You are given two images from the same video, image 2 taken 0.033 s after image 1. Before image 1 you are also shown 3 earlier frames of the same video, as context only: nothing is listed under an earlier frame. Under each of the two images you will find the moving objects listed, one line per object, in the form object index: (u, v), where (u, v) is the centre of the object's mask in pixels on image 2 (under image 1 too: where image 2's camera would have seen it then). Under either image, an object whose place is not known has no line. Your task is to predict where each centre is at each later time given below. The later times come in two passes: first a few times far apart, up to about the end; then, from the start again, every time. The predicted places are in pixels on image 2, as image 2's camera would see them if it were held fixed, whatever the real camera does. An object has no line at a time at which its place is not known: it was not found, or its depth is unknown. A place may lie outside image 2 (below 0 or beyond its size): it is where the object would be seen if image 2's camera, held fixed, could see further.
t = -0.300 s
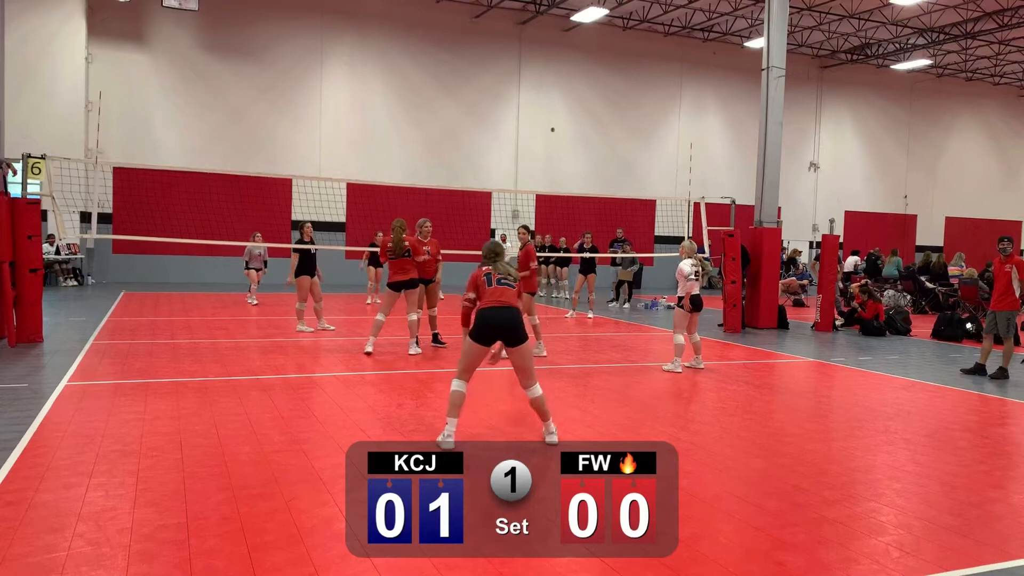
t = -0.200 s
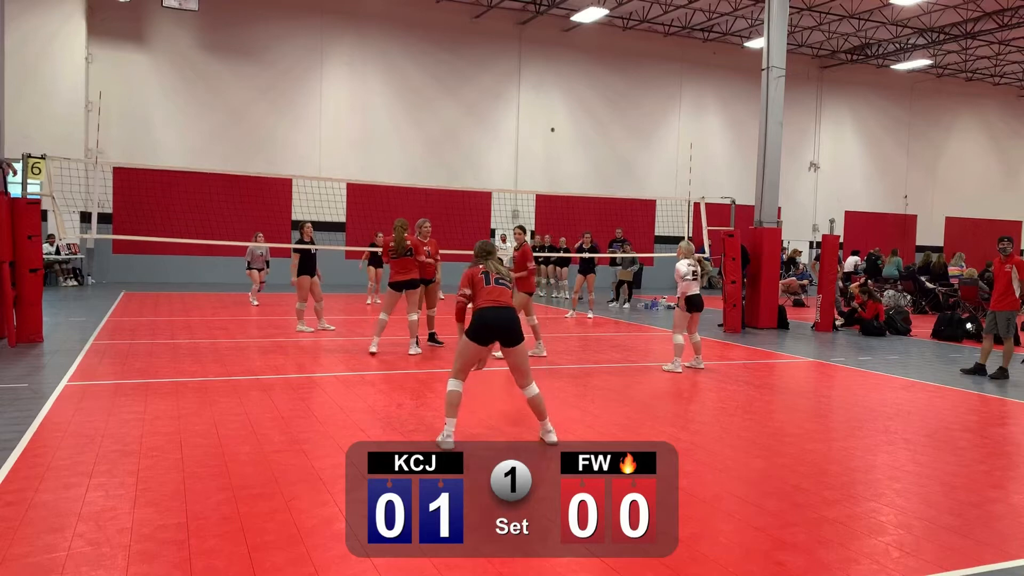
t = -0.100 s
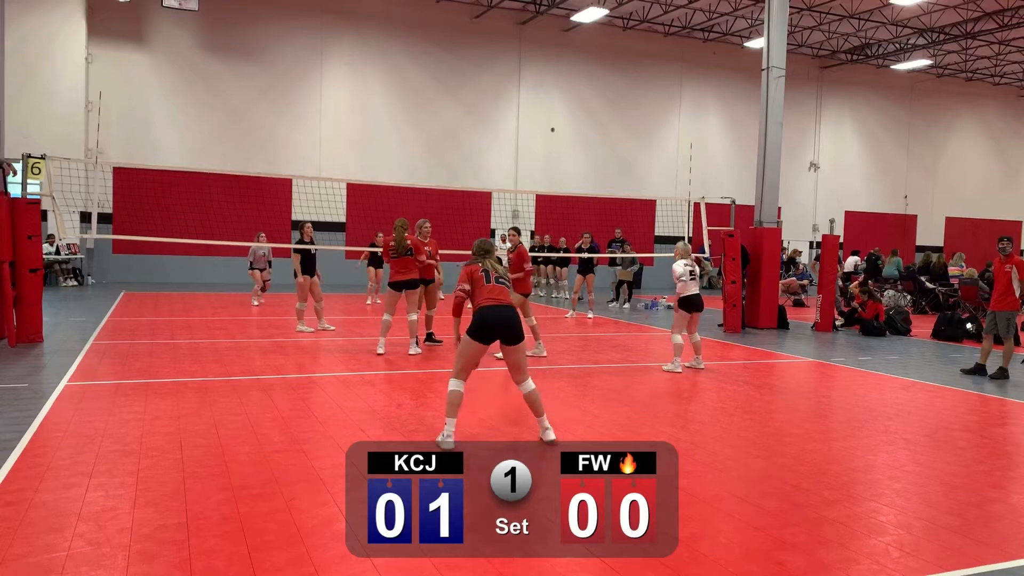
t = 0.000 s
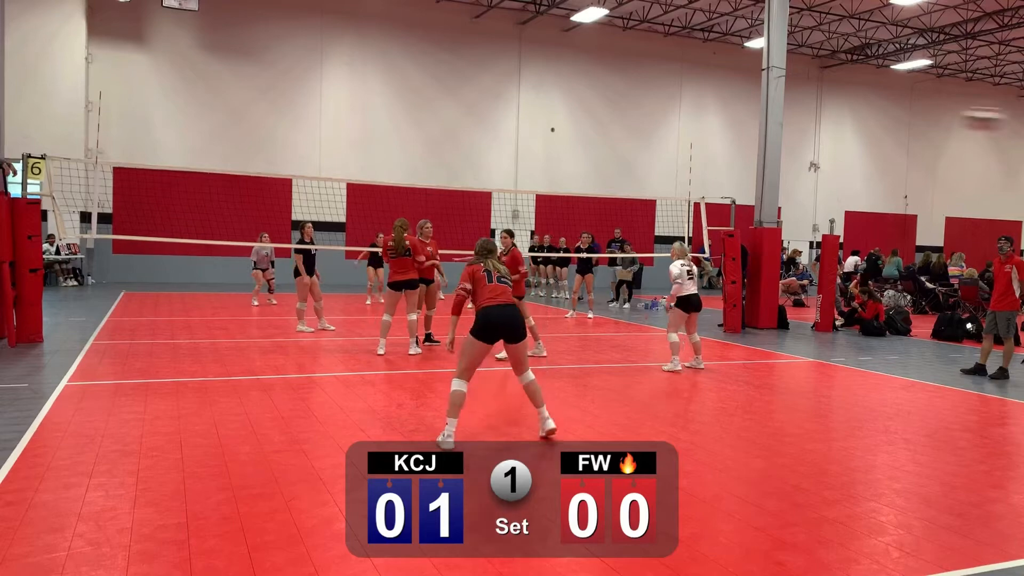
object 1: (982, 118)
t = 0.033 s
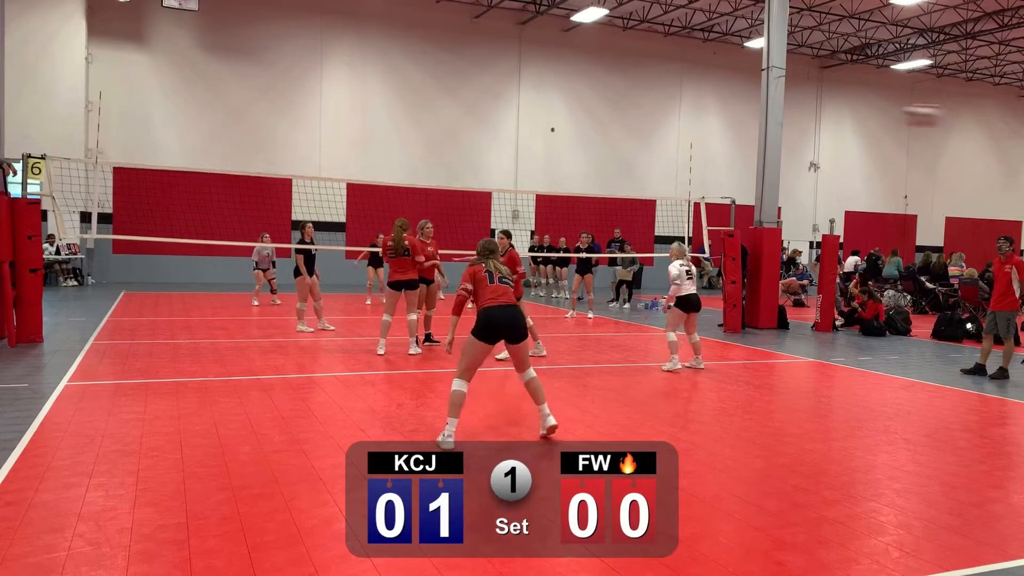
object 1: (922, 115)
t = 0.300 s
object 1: (607, 128)
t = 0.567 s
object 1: (440, 178)
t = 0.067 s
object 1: (869, 114)
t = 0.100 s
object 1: (820, 112)
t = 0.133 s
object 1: (777, 113)
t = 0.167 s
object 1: (736, 115)
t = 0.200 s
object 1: (700, 117)
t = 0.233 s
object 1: (666, 120)
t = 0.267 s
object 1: (635, 124)
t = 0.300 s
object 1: (607, 128)
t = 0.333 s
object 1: (579, 134)
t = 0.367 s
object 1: (555, 139)
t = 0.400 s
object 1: (533, 144)
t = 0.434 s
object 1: (512, 151)
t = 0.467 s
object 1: (492, 157)
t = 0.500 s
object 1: (473, 163)
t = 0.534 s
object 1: (456, 171)
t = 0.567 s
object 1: (440, 178)
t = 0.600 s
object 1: (424, 182)
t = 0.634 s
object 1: (410, 191)
